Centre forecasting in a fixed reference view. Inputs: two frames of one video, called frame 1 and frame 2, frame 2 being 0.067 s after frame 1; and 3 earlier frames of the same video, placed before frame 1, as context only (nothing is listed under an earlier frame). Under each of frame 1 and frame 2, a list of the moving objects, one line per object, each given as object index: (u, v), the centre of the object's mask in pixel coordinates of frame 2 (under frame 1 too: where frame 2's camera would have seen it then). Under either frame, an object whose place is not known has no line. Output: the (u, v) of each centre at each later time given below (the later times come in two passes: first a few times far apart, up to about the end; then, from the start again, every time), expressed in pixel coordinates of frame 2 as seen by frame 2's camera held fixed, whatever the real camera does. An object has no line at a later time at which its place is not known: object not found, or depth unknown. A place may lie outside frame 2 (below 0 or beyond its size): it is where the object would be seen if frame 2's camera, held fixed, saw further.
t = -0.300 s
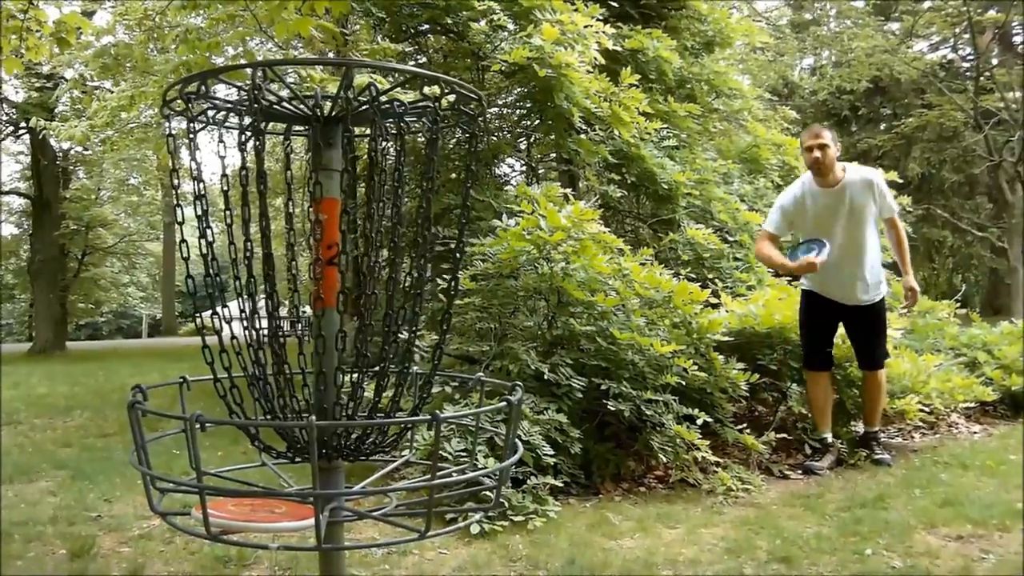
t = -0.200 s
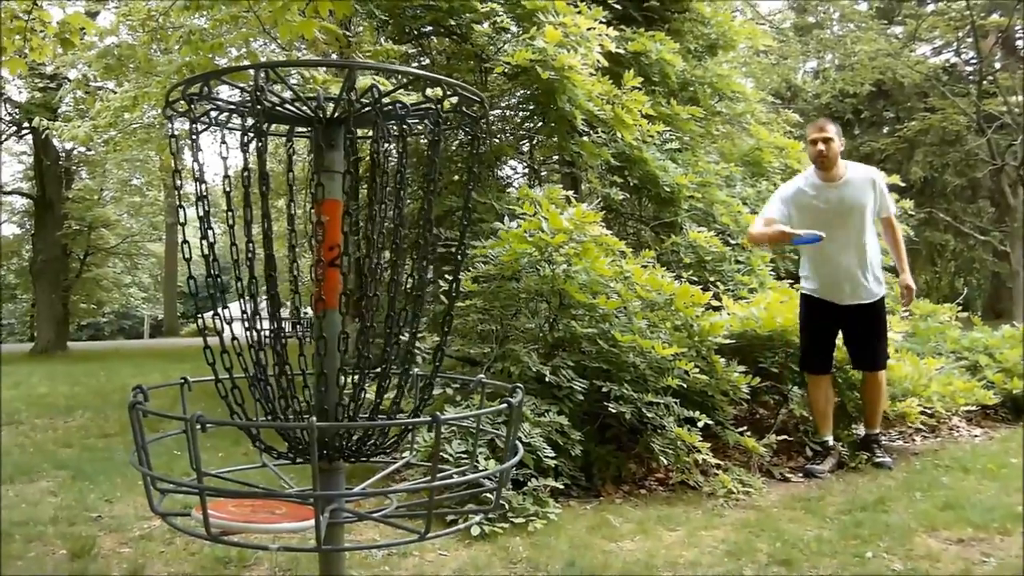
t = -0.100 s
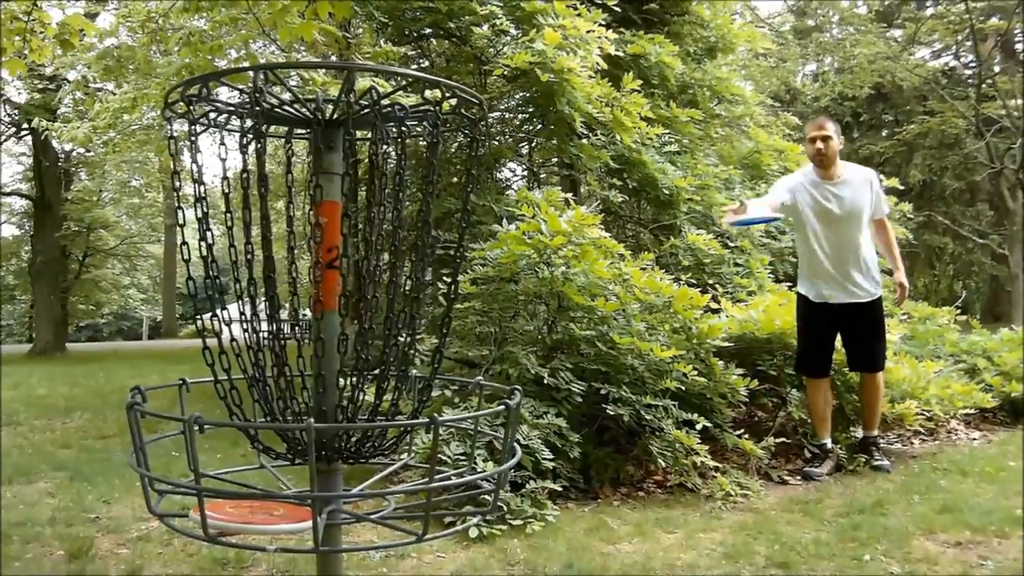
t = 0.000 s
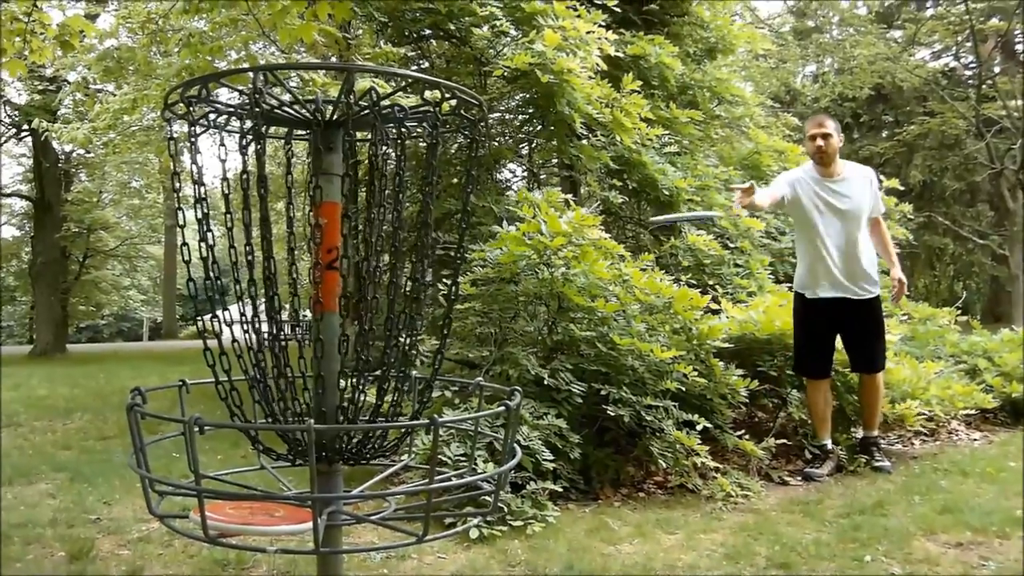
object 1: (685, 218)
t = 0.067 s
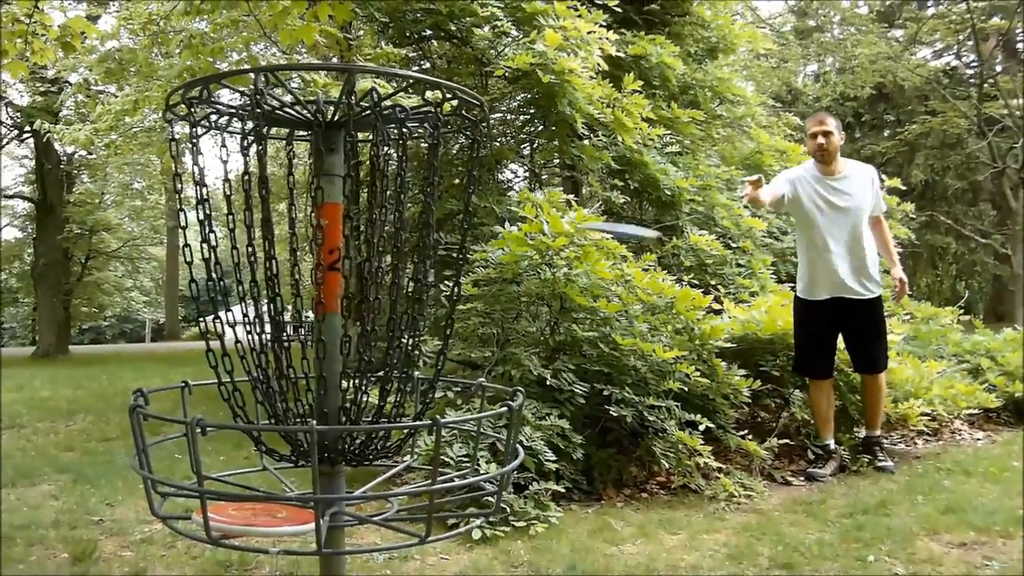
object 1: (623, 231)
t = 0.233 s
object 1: (411, 328)
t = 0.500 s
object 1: (359, 384)
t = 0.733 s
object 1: (355, 407)
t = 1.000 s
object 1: (371, 411)
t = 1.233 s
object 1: (360, 413)
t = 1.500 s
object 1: (353, 414)
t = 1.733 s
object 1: (365, 416)
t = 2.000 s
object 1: (364, 417)
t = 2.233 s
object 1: (354, 417)
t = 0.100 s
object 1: (578, 245)
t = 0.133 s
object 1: (525, 263)
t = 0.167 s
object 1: (474, 292)
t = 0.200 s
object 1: (434, 310)
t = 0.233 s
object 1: (411, 328)
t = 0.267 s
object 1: (402, 348)
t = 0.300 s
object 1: (395, 368)
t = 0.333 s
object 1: (390, 371)
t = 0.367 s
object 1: (382, 374)
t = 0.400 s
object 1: (375, 374)
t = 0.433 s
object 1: (370, 377)
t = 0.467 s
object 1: (364, 380)
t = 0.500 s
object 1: (359, 384)
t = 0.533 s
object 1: (352, 392)
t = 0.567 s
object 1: (349, 402)
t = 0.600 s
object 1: (348, 403)
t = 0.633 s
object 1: (348, 406)
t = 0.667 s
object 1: (352, 405)
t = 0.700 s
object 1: (352, 408)
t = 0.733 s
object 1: (355, 407)
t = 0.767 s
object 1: (356, 408)
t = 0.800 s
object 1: (357, 409)
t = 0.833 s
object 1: (358, 409)
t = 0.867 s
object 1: (359, 410)
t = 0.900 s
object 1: (362, 410)
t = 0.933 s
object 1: (365, 410)
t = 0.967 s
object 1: (368, 411)
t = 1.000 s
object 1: (371, 411)
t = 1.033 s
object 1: (373, 412)
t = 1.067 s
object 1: (372, 412)
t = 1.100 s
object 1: (371, 412)
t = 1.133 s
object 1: (368, 412)
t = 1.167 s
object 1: (365, 414)
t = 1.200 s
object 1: (363, 413)
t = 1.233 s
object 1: (360, 413)
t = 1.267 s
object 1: (357, 413)
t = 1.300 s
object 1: (355, 412)
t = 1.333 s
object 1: (353, 412)
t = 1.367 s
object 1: (352, 413)
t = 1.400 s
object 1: (352, 413)
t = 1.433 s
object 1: (352, 413)
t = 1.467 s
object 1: (352, 413)
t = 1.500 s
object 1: (353, 414)
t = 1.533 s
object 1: (354, 415)
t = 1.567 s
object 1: (356, 415)
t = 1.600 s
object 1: (358, 415)
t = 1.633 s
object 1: (360, 416)
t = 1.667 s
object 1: (362, 416)
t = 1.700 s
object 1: (364, 416)
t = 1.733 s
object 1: (365, 416)
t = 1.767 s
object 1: (366, 416)
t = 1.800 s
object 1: (367, 416)
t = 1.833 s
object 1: (367, 416)
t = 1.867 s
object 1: (367, 416)
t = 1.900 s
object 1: (366, 416)
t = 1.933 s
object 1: (366, 417)
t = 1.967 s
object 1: (365, 417)
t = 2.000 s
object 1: (364, 417)
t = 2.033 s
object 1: (363, 417)
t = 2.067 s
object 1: (361, 417)
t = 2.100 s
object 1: (359, 416)
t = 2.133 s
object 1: (357, 416)
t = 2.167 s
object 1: (356, 417)
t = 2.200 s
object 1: (355, 417)
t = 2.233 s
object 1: (354, 417)
